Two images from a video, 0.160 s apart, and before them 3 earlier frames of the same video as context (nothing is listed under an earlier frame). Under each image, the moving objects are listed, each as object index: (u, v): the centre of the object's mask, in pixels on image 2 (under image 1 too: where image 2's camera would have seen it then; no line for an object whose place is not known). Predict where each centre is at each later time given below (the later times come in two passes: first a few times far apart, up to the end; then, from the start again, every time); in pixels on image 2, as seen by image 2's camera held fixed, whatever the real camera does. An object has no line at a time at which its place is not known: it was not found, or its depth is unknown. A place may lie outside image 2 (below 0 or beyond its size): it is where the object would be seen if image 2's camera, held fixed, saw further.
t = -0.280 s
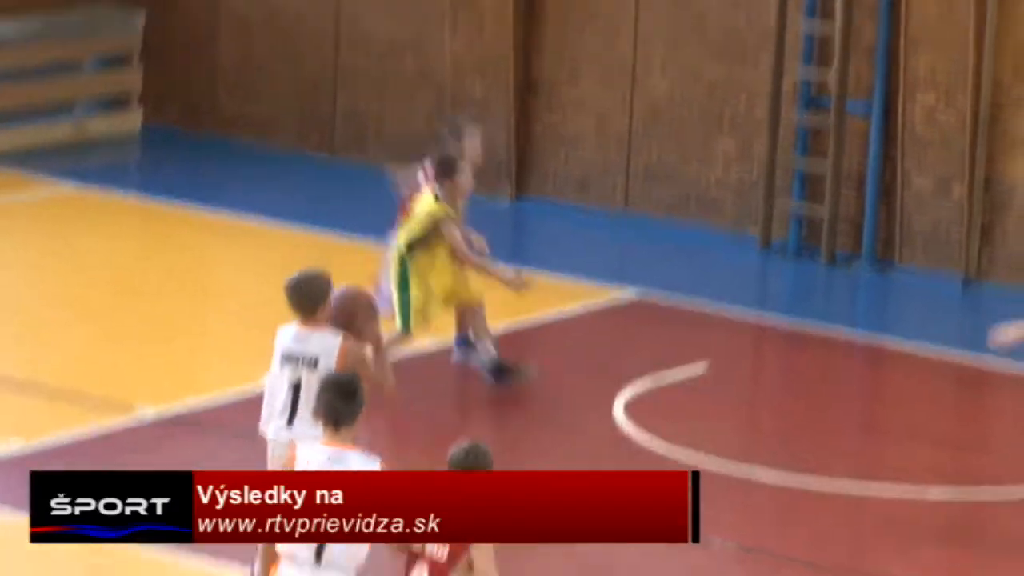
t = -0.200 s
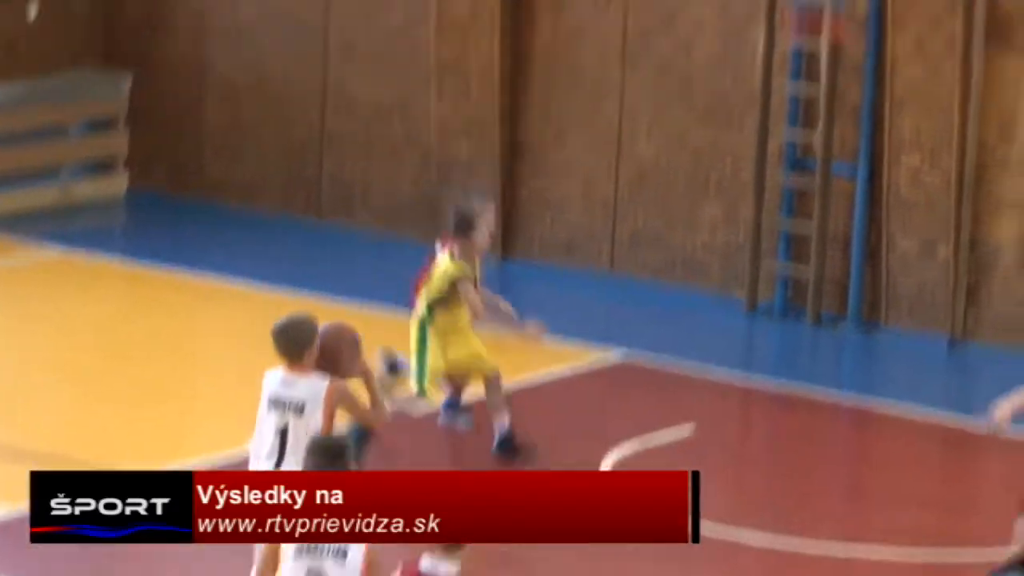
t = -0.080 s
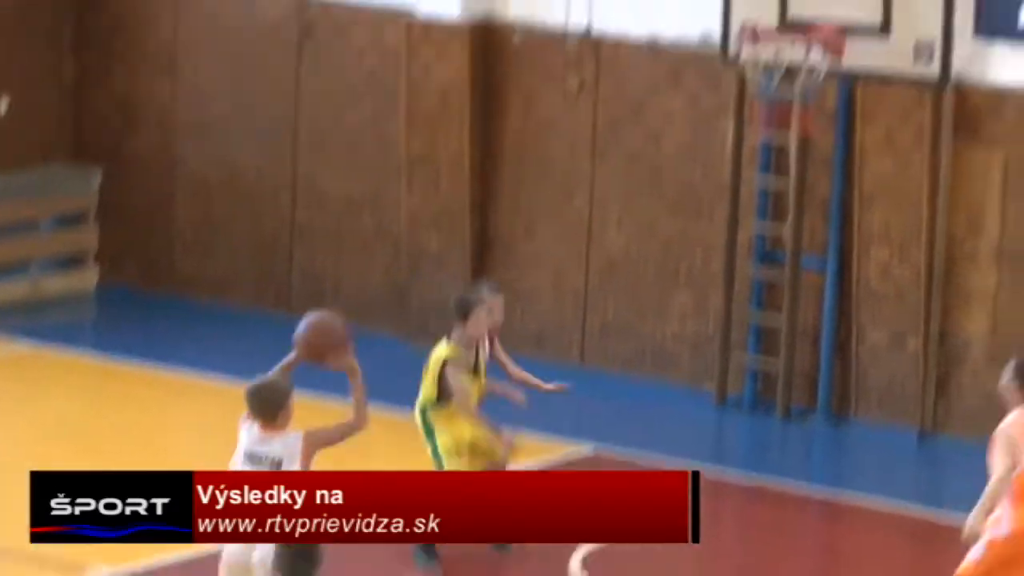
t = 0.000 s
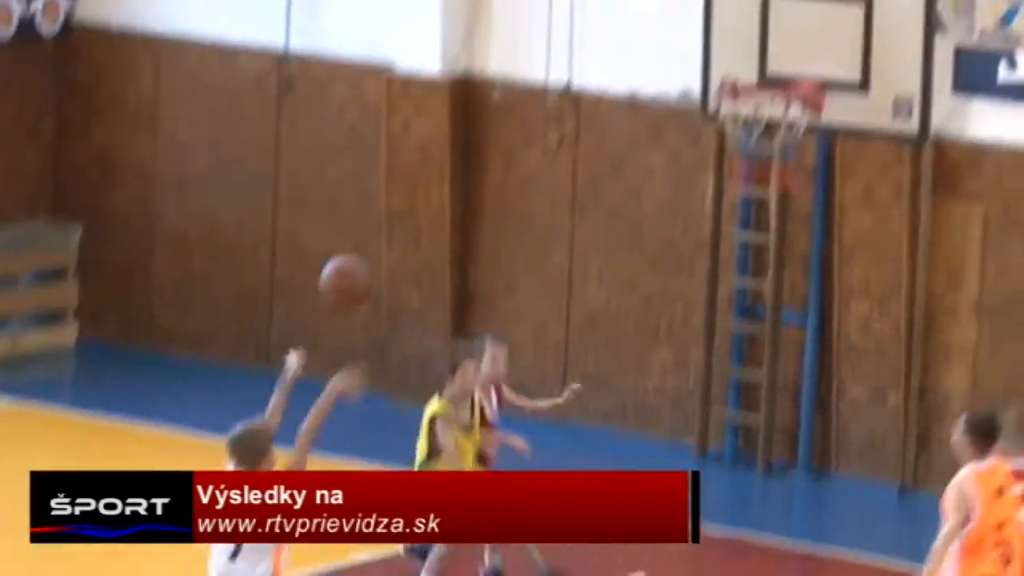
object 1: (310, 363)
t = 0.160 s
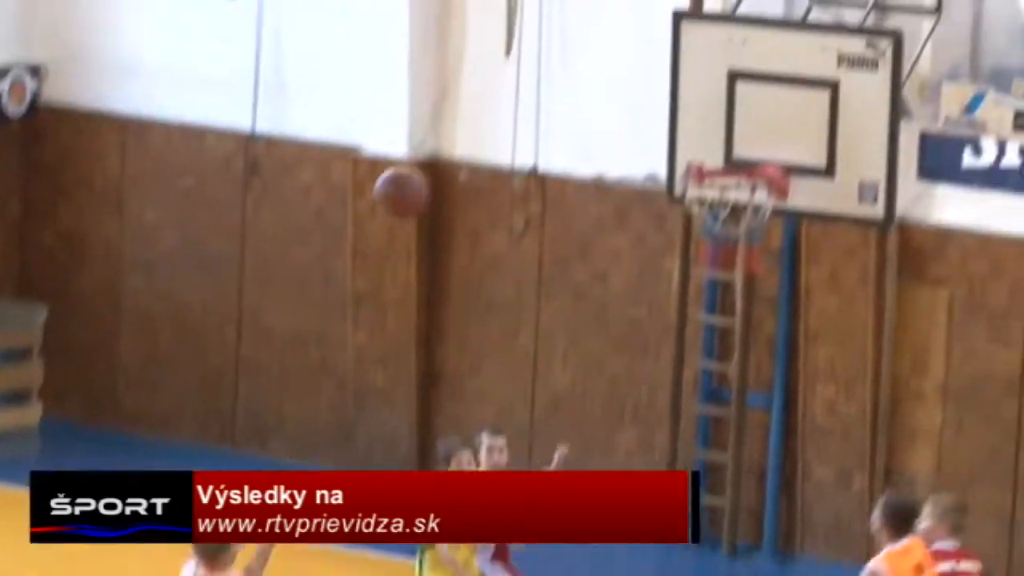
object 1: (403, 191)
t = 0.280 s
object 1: (465, 109)
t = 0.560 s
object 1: (592, 51)
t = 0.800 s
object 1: (682, 143)
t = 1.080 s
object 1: (691, 155)
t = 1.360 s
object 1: (673, 195)
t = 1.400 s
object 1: (668, 212)
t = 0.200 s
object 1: (426, 162)
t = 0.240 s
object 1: (445, 133)
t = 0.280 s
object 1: (465, 109)
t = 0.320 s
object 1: (484, 89)
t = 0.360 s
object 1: (503, 73)
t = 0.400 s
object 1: (522, 61)
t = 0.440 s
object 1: (541, 53)
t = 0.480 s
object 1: (558, 48)
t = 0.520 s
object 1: (575, 48)
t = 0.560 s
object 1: (592, 51)
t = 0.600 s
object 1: (608, 59)
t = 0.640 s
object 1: (624, 69)
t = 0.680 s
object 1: (639, 83)
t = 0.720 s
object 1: (654, 100)
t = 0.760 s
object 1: (668, 121)
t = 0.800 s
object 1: (682, 143)
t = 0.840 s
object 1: (693, 165)
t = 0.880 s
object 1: (694, 155)
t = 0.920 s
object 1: (693, 149)
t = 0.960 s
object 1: (693, 145)
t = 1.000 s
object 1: (692, 146)
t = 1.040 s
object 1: (692, 149)
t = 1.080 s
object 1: (691, 155)
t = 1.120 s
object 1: (689, 166)
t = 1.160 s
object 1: (688, 166)
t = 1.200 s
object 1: (685, 165)
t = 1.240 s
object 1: (682, 167)
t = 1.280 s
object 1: (679, 173)
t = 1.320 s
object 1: (676, 182)
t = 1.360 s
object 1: (673, 195)
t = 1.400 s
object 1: (668, 212)
